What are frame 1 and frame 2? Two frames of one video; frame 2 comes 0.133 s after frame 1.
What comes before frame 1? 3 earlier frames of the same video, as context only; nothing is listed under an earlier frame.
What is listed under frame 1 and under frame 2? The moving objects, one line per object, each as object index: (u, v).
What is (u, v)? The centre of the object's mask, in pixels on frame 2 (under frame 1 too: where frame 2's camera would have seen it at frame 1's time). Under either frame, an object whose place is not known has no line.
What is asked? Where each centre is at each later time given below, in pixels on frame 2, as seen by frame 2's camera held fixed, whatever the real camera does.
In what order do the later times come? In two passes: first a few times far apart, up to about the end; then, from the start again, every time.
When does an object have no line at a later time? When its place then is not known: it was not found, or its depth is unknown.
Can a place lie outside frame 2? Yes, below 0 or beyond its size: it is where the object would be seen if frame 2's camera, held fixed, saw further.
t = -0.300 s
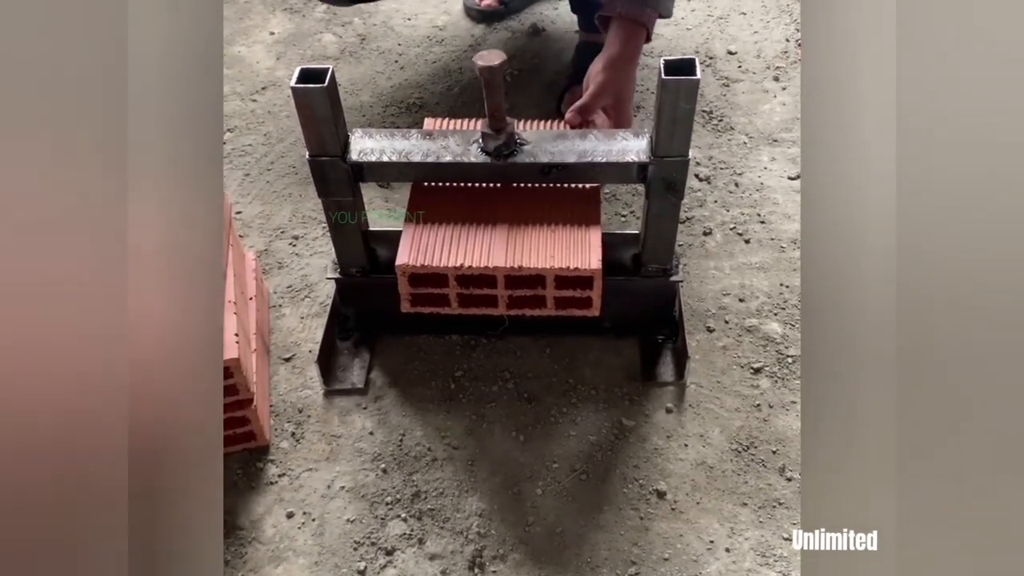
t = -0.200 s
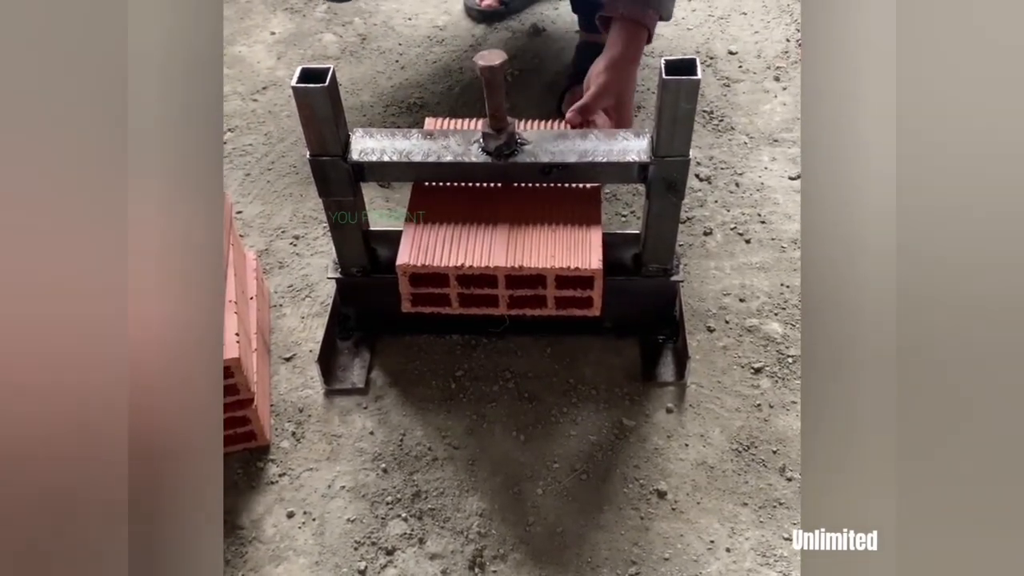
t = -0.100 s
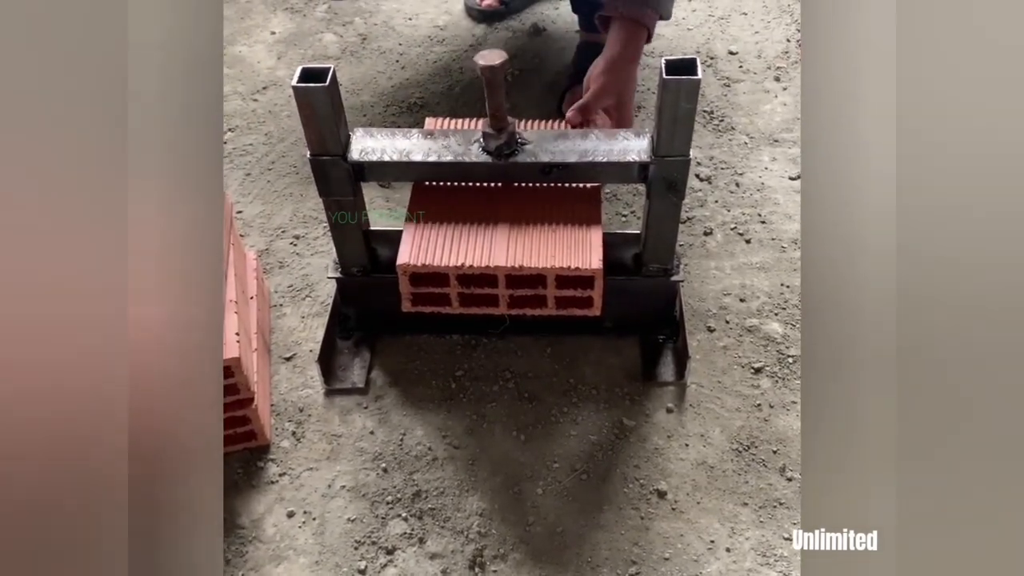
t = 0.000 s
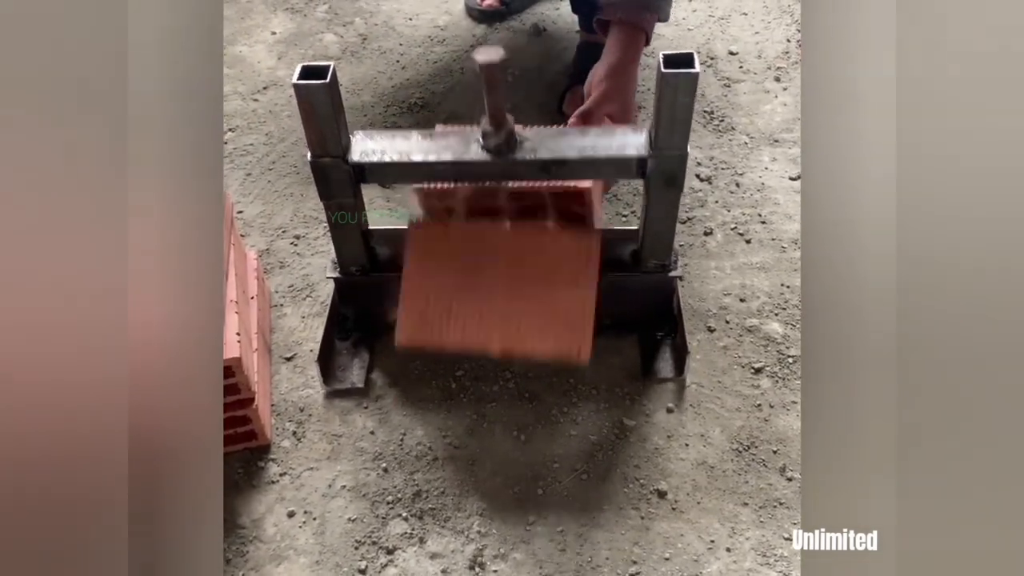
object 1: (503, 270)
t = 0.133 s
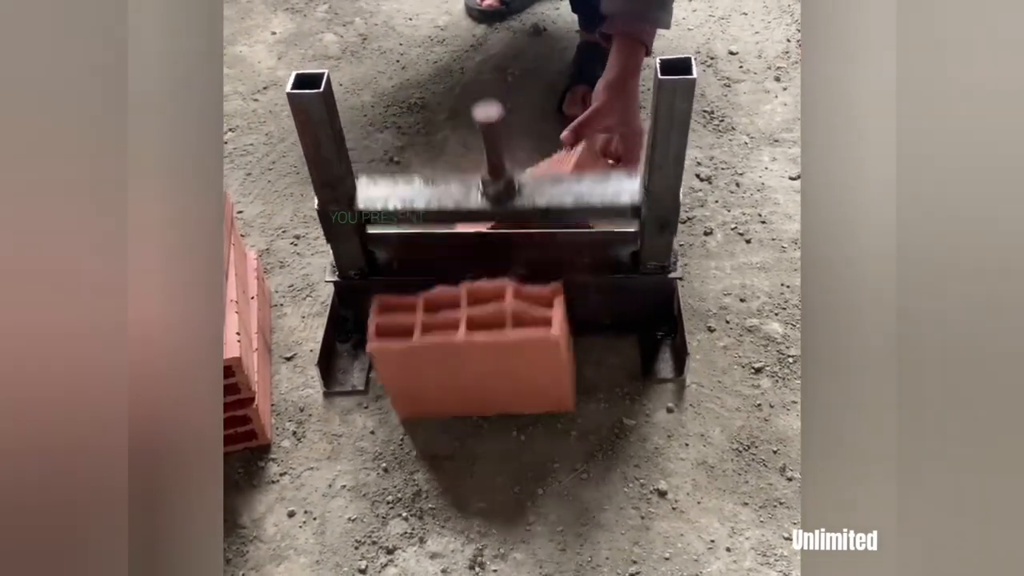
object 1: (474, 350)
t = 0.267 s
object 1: (473, 377)
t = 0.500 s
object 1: (478, 460)
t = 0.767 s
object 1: (473, 470)
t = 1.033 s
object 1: (472, 470)
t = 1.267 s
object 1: (472, 470)
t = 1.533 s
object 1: (472, 471)
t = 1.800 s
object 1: (473, 471)
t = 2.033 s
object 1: (473, 471)
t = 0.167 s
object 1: (471, 353)
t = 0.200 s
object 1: (472, 366)
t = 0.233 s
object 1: (473, 373)
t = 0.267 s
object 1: (473, 377)
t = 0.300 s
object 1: (471, 391)
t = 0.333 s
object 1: (470, 407)
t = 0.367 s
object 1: (470, 412)
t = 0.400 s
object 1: (472, 436)
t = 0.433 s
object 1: (472, 455)
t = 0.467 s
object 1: (474, 456)
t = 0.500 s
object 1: (478, 460)
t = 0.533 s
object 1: (478, 466)
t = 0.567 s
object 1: (477, 469)
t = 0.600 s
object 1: (474, 470)
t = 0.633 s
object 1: (473, 470)
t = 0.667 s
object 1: (473, 470)
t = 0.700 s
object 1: (473, 470)
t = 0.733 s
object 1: (473, 470)
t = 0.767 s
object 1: (473, 470)
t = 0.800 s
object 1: (473, 470)
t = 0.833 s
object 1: (473, 470)
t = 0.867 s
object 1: (473, 470)
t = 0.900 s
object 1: (473, 470)
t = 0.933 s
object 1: (473, 470)
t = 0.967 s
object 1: (473, 470)
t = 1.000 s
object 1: (473, 470)
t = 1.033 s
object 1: (472, 470)
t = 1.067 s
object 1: (472, 470)
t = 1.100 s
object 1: (472, 470)
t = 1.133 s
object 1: (472, 470)
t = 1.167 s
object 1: (472, 470)
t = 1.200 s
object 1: (472, 470)
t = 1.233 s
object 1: (472, 470)
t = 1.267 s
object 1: (472, 470)
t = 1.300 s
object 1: (472, 470)
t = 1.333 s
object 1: (472, 470)
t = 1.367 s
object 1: (472, 471)
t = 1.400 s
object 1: (472, 470)
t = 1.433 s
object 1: (472, 471)
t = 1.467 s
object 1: (472, 471)
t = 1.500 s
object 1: (472, 471)
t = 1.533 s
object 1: (472, 471)
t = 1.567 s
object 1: (472, 471)
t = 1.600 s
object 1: (472, 470)
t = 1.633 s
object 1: (472, 470)
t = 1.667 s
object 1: (472, 470)
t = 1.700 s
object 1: (473, 470)
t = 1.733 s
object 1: (473, 471)
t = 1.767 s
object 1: (473, 471)
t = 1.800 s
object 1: (473, 471)
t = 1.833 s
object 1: (473, 471)
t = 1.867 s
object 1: (473, 471)
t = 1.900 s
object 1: (473, 470)
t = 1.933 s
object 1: (473, 470)
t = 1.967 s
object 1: (473, 470)
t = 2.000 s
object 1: (473, 471)
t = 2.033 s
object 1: (473, 471)
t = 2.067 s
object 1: (473, 471)
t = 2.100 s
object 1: (473, 471)
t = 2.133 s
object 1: (473, 471)
